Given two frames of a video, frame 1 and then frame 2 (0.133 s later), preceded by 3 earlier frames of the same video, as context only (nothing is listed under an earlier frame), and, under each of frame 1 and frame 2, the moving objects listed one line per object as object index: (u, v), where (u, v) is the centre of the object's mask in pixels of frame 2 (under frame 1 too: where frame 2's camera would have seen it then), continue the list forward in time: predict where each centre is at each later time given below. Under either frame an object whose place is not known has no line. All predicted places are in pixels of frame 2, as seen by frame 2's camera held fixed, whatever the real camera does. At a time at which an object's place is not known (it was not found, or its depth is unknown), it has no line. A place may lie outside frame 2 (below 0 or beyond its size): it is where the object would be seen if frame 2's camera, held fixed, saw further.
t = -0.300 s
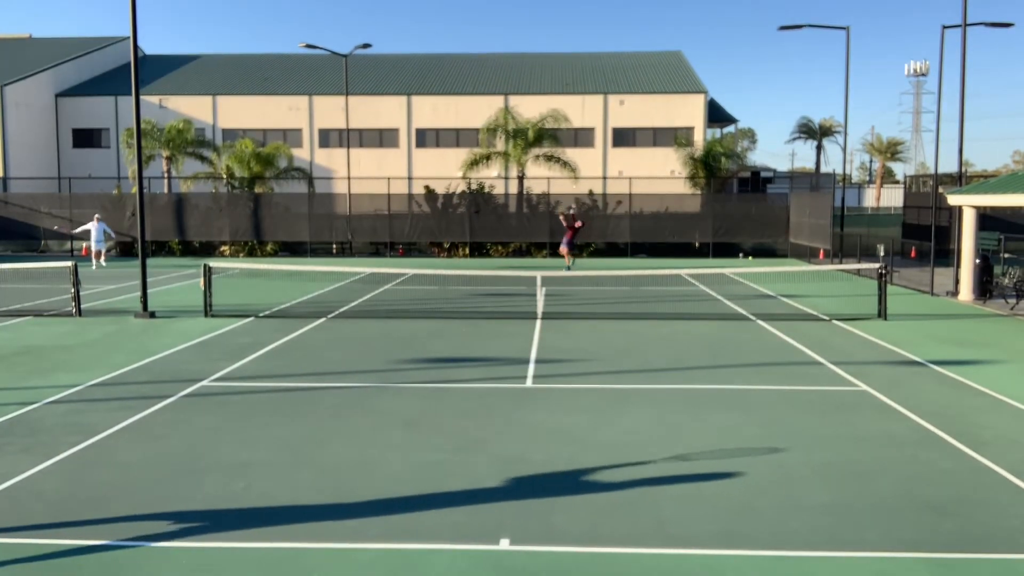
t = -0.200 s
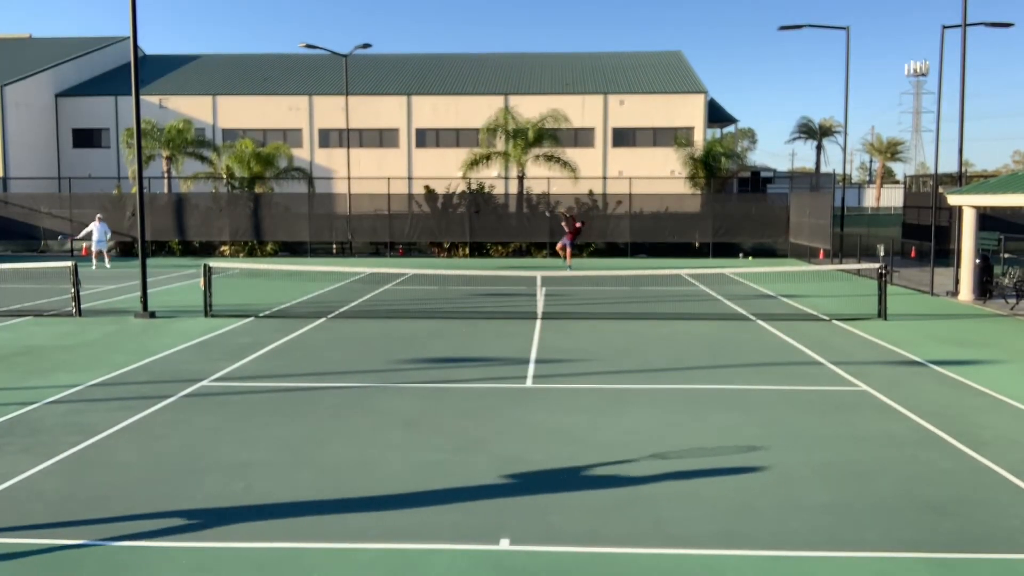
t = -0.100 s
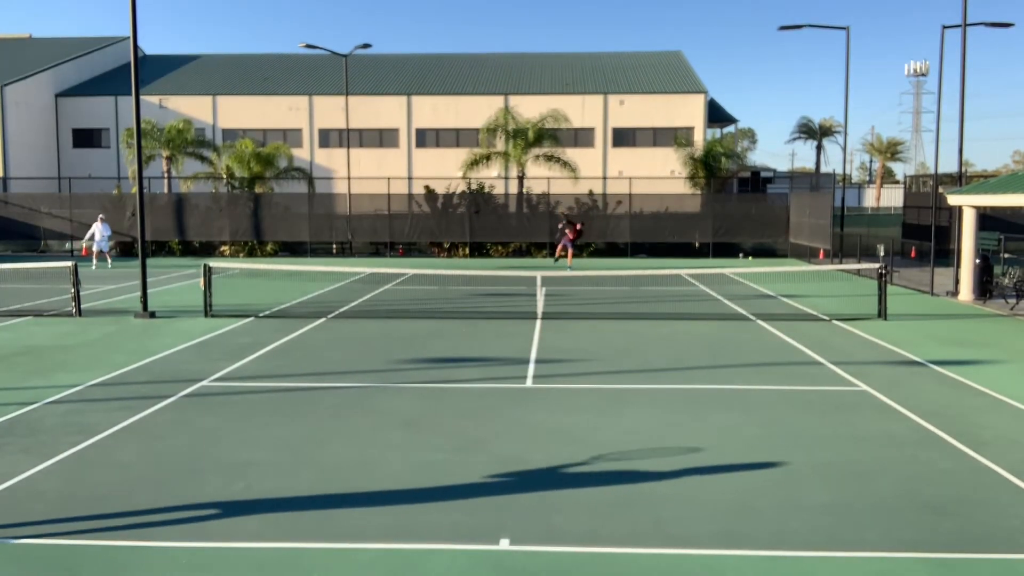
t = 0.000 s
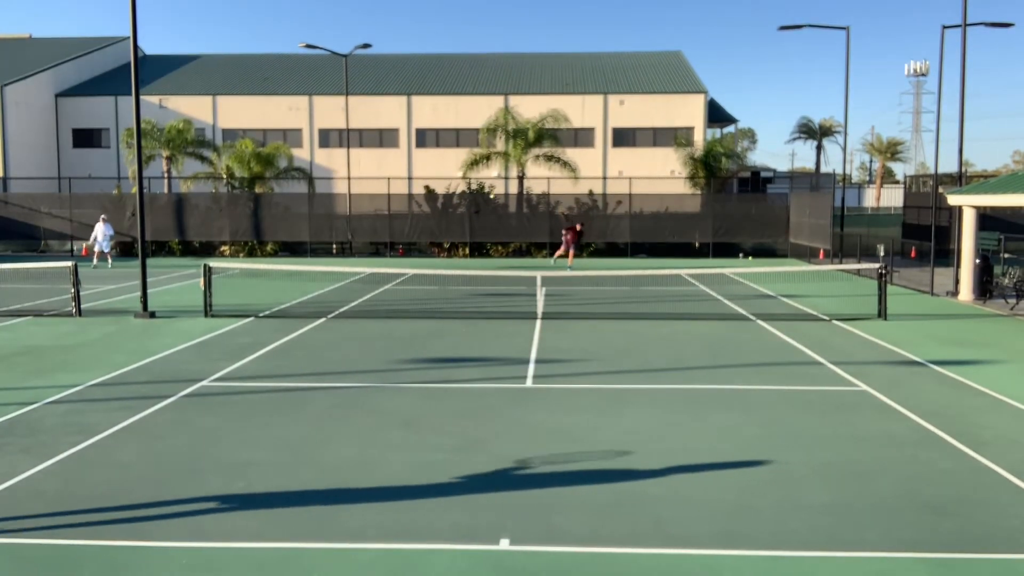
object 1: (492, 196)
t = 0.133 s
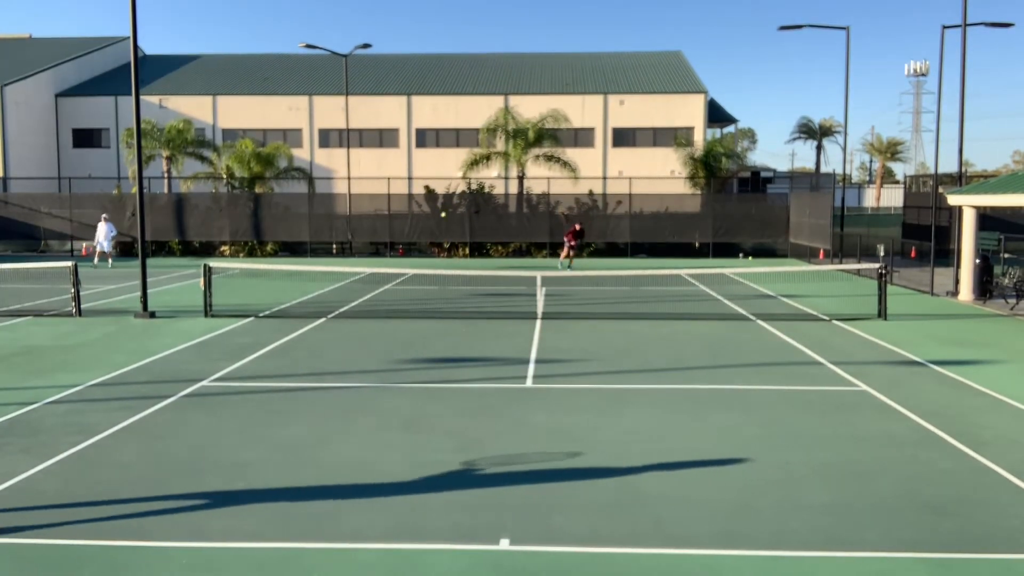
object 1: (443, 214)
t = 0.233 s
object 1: (401, 238)
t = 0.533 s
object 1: (218, 392)
